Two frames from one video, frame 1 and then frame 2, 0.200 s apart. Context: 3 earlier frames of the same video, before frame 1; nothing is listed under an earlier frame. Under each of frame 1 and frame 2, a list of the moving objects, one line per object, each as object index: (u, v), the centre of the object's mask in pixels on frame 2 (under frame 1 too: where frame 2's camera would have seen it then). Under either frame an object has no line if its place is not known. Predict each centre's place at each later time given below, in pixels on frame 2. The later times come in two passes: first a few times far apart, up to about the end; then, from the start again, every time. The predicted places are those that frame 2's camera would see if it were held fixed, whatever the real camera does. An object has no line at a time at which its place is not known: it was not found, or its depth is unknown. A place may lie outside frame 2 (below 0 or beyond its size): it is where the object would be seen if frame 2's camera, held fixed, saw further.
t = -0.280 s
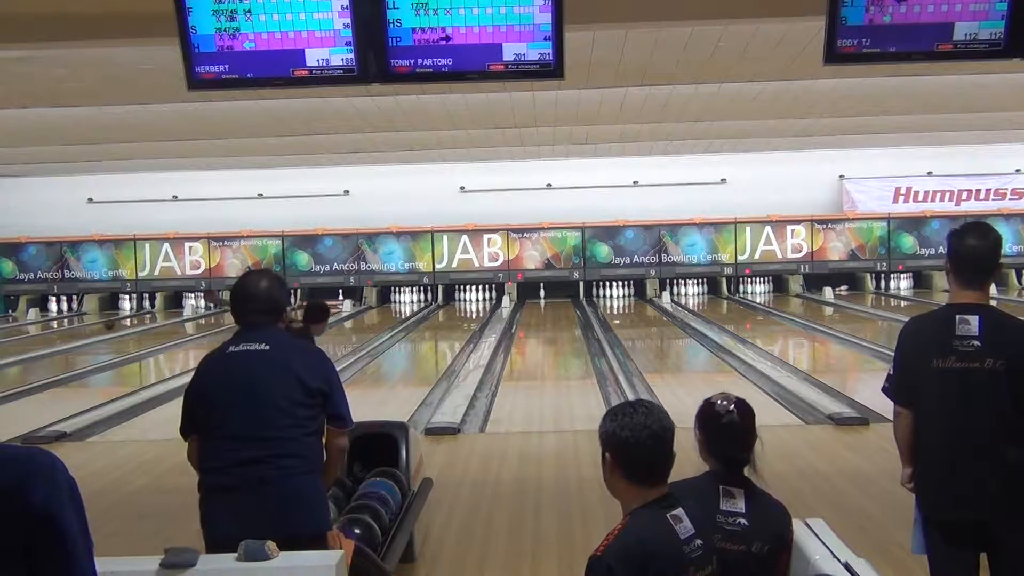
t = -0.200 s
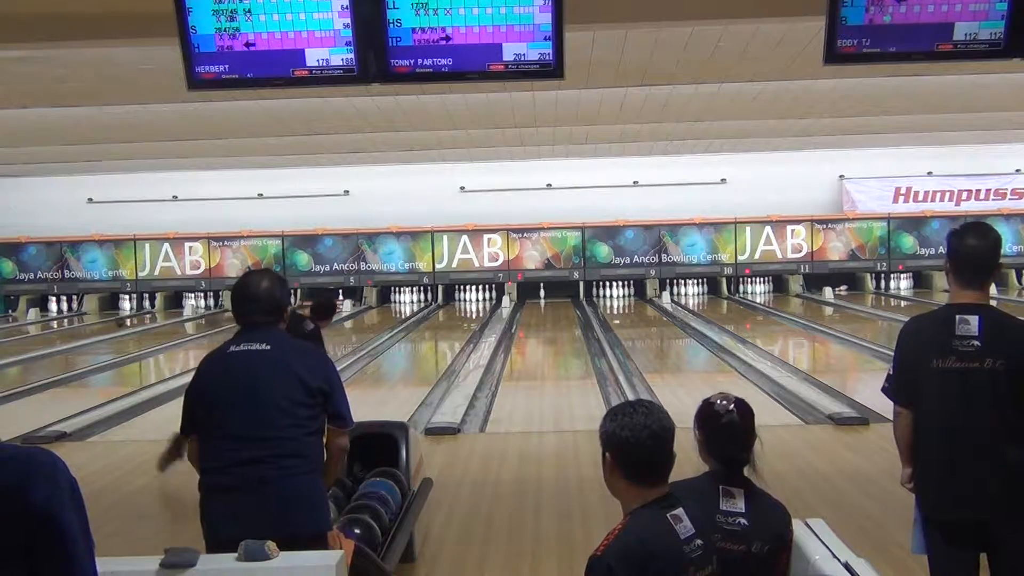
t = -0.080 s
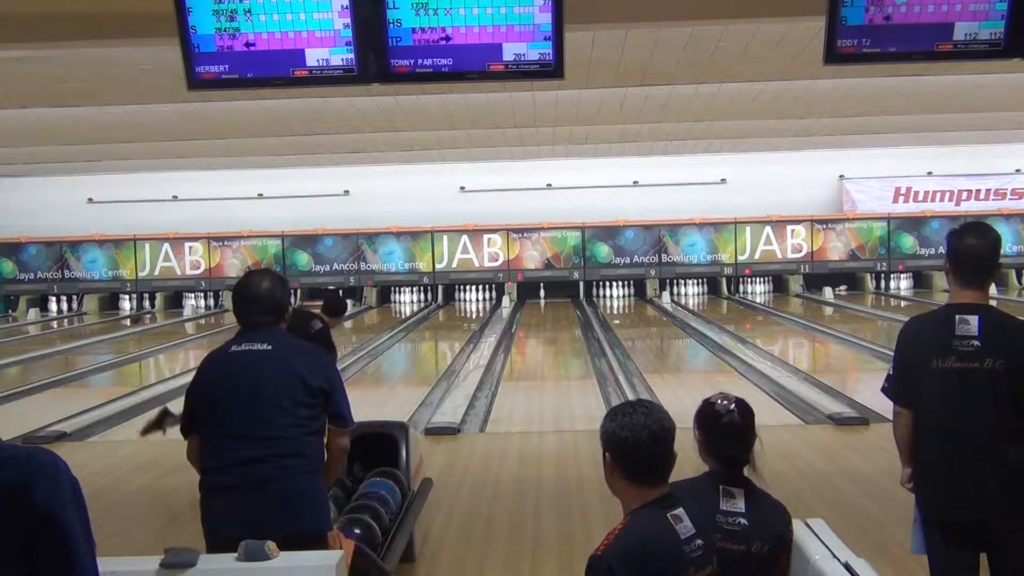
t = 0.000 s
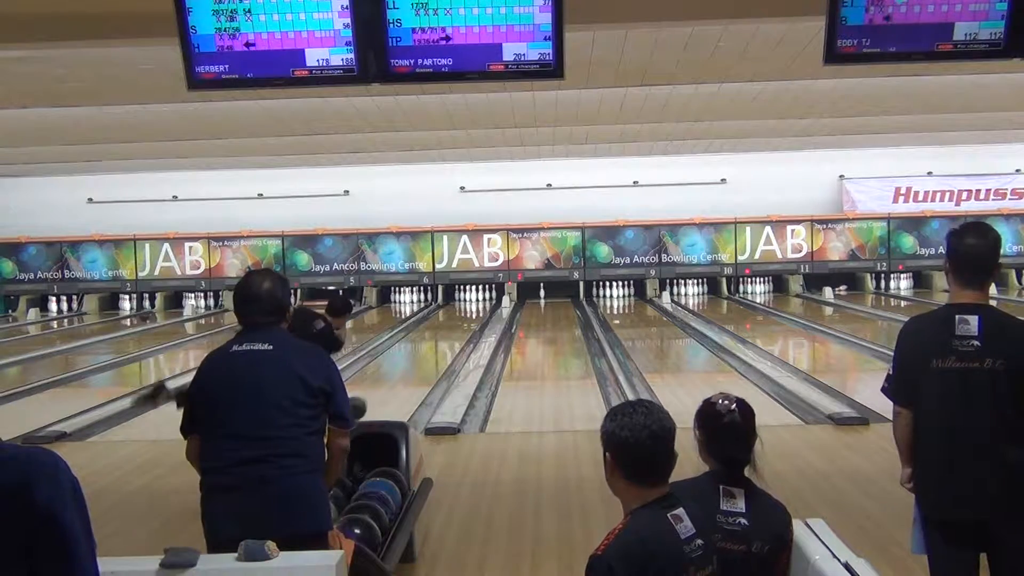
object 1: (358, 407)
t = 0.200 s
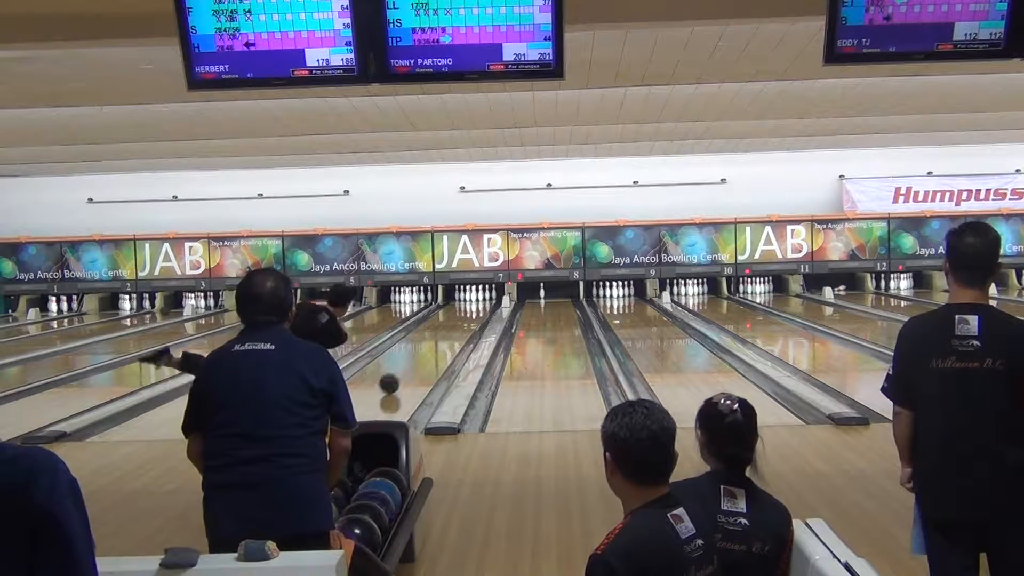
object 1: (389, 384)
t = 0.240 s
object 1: (395, 380)
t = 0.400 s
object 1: (415, 365)
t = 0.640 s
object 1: (438, 348)
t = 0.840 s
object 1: (452, 336)
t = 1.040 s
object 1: (464, 327)
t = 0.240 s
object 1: (395, 380)
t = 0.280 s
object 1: (400, 376)
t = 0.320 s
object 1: (405, 372)
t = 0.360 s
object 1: (410, 368)
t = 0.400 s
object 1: (415, 365)
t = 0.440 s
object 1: (419, 362)
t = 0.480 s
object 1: (423, 358)
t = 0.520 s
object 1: (427, 355)
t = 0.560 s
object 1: (431, 353)
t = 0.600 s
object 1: (434, 350)
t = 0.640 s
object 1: (438, 348)
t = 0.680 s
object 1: (440, 345)
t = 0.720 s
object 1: (444, 343)
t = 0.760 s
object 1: (447, 341)
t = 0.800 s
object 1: (449, 338)
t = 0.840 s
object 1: (452, 336)
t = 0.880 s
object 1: (455, 332)
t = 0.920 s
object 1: (457, 331)
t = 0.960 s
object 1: (459, 330)
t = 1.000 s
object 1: (462, 329)
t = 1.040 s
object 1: (464, 327)
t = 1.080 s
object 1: (465, 325)
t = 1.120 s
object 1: (468, 323)
